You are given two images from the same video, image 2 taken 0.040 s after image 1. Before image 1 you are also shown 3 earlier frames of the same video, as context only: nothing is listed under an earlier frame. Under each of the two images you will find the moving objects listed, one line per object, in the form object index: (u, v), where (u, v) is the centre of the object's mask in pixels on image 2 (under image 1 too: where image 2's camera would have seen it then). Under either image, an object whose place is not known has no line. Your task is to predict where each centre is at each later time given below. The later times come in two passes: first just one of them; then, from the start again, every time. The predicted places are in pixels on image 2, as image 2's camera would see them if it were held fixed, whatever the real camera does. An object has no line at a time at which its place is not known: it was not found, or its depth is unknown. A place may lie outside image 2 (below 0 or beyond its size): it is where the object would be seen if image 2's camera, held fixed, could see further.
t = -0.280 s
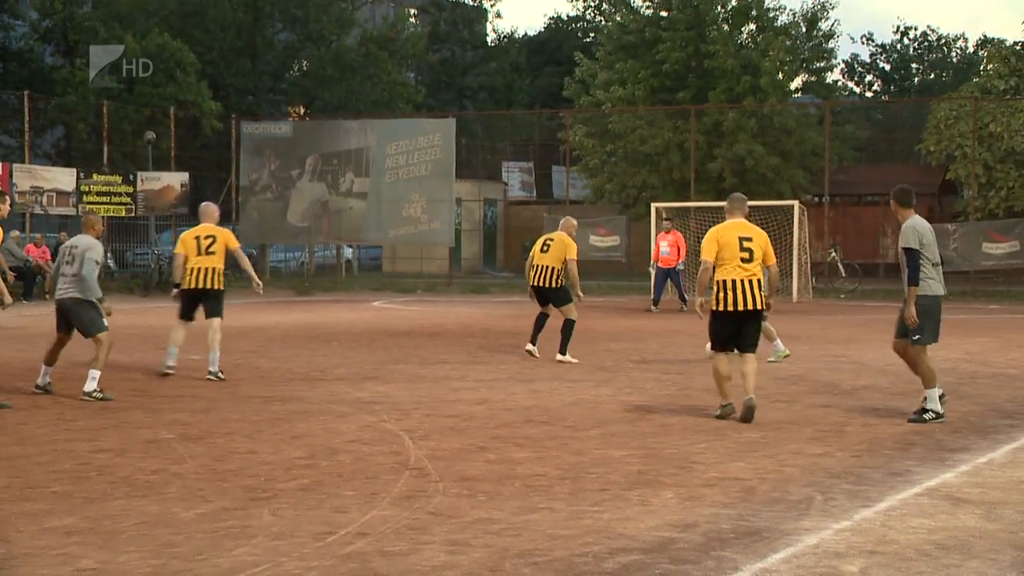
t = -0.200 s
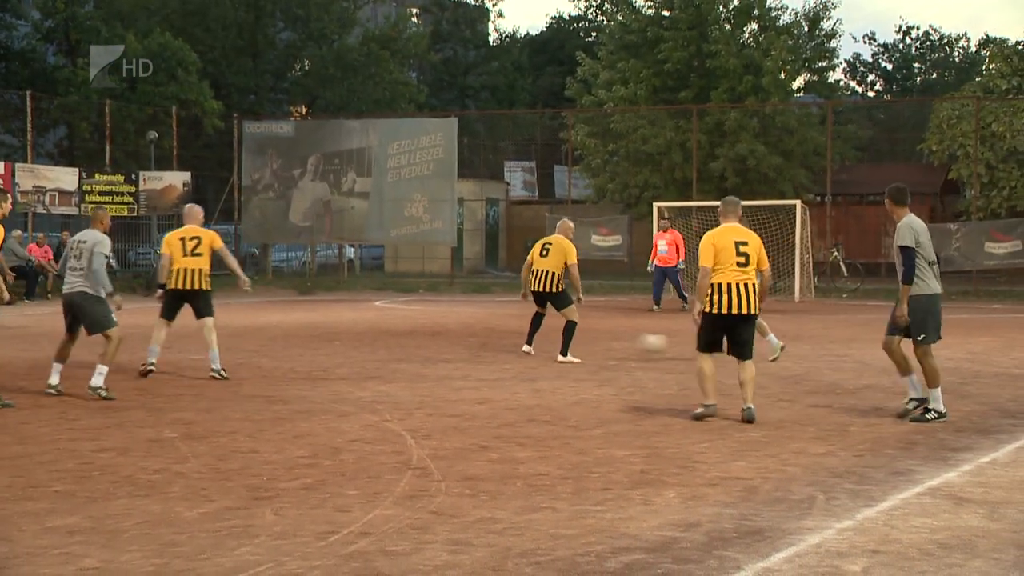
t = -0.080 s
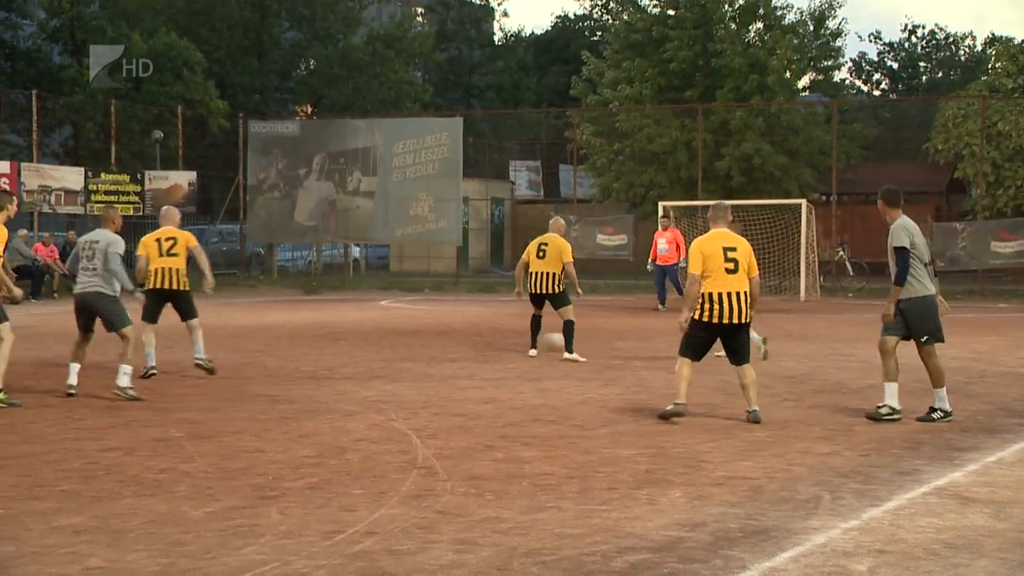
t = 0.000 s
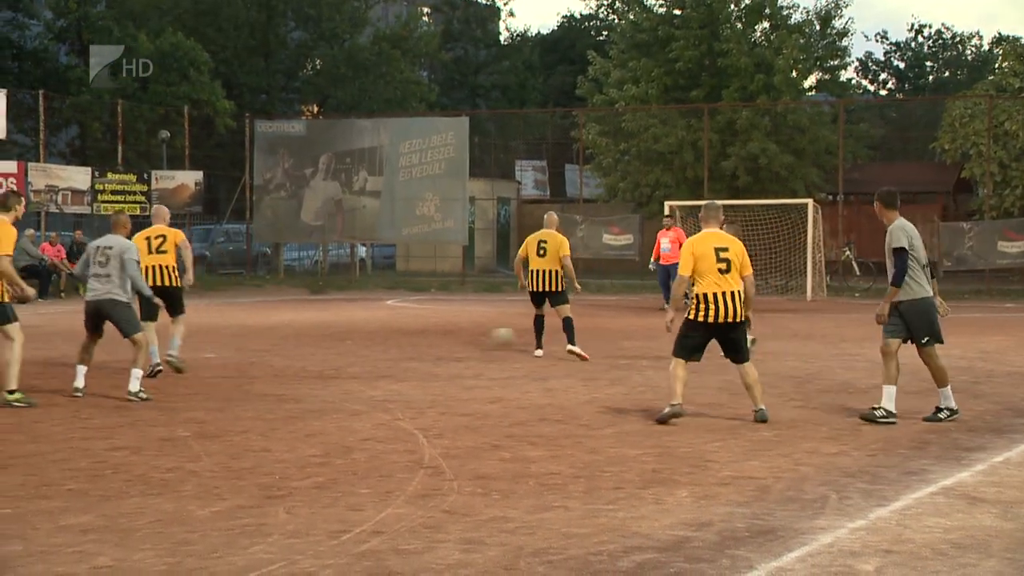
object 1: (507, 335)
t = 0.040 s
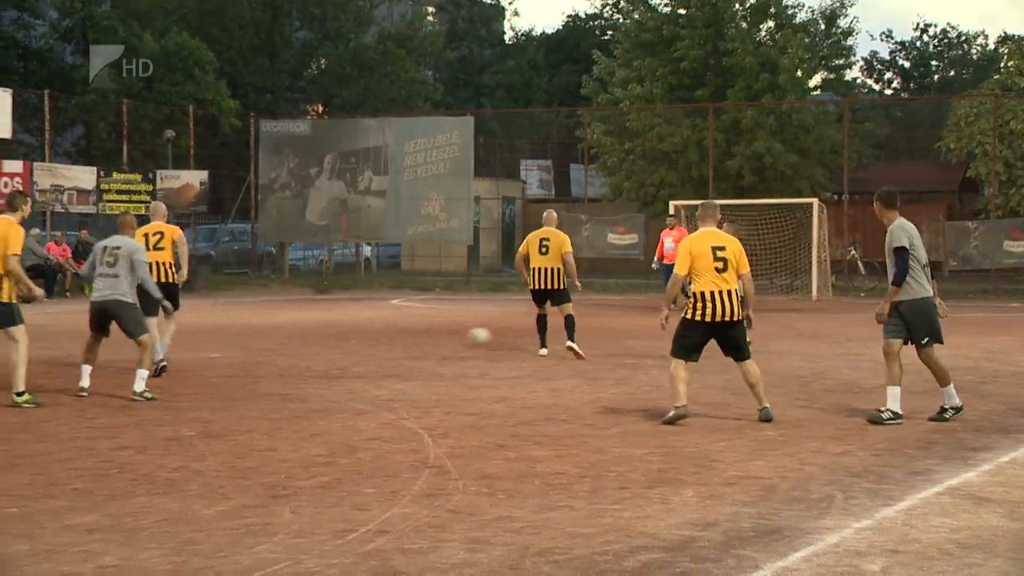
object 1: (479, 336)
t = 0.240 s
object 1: (358, 334)
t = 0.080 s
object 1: (452, 338)
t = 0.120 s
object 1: (427, 337)
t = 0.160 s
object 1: (405, 334)
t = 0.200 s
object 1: (381, 333)
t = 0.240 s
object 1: (358, 334)
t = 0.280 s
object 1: (336, 335)
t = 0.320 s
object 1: (317, 333)
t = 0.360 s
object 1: (299, 332)
